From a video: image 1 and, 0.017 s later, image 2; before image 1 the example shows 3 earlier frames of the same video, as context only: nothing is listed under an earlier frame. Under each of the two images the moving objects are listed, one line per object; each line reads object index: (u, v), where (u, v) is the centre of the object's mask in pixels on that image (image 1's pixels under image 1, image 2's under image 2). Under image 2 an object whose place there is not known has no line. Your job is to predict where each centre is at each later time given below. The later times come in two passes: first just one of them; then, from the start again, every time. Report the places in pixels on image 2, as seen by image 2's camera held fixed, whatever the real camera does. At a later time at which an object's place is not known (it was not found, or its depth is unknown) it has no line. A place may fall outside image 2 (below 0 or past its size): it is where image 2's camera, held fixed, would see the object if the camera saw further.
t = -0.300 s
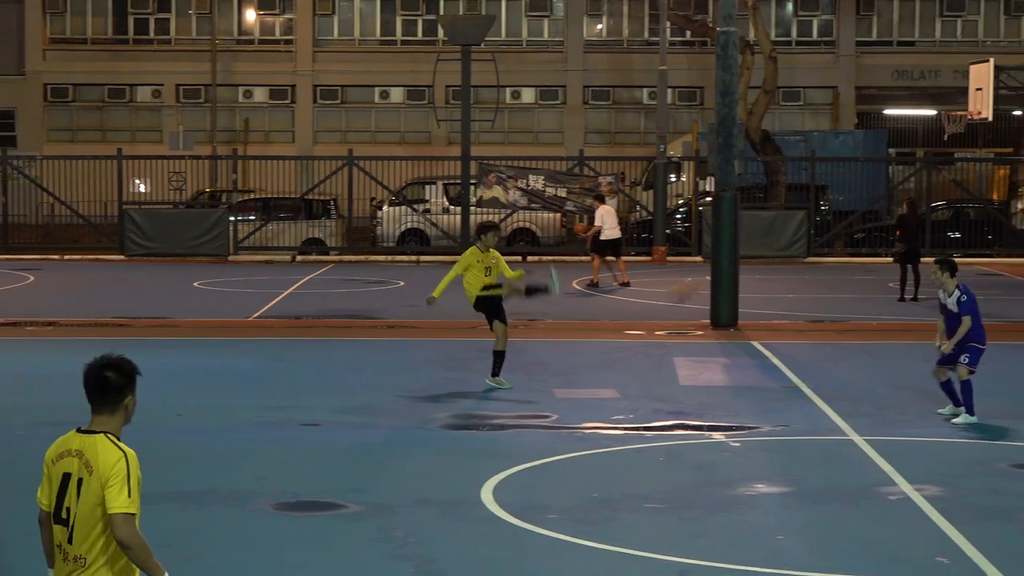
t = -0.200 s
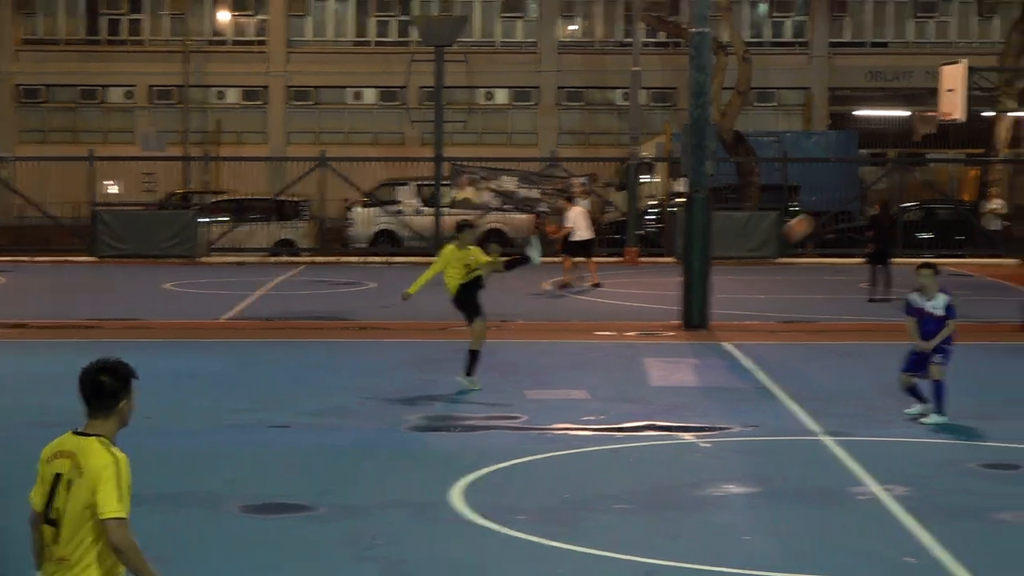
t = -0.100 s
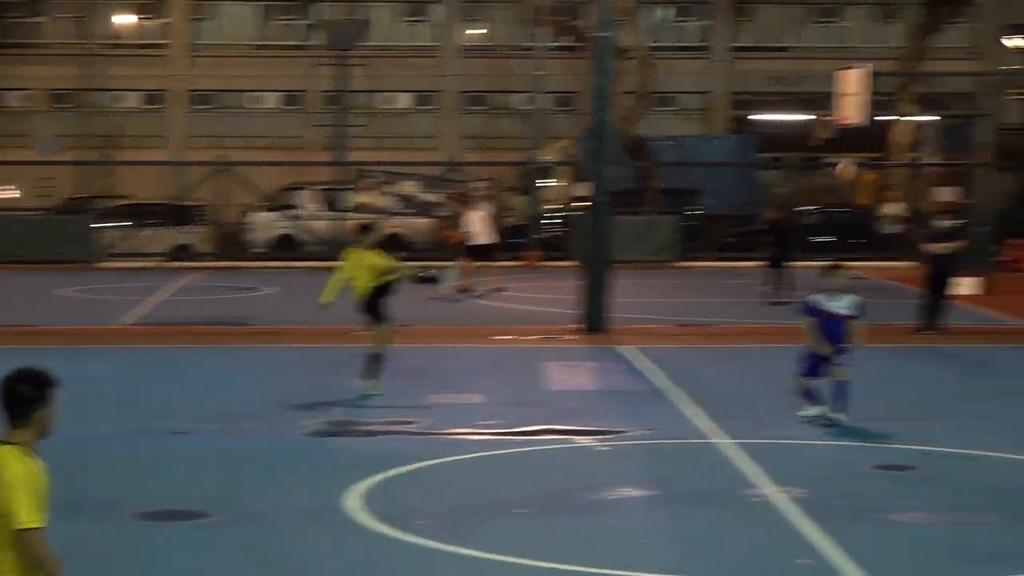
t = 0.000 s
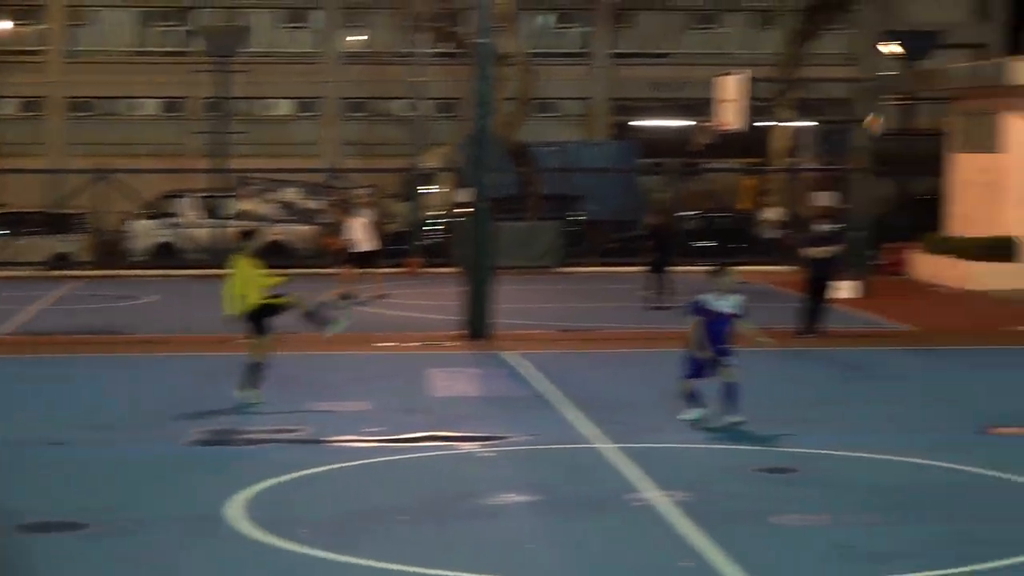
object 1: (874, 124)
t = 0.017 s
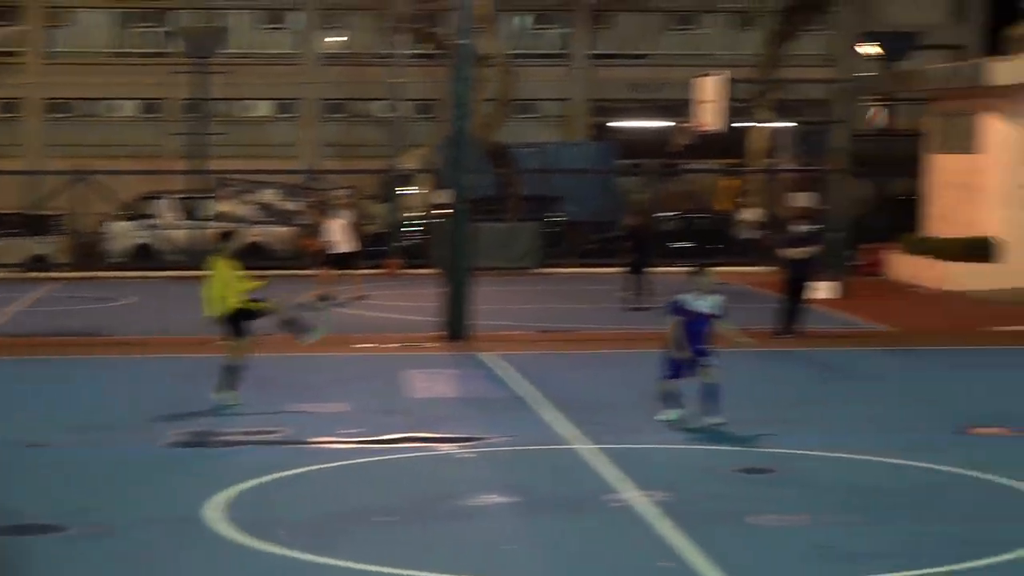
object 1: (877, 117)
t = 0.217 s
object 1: (1187, 30)
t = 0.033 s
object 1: (902, 109)
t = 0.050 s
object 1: (927, 100)
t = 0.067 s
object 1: (951, 93)
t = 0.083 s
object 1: (975, 86)
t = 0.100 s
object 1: (1003, 78)
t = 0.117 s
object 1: (1029, 73)
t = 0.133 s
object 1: (1055, 66)
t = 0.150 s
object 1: (1081, 58)
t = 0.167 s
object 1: (1108, 51)
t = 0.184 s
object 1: (1133, 44)
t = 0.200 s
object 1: (1159, 37)
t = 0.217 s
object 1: (1187, 30)
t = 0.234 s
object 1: (1214, 23)
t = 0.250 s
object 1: (1241, 17)
